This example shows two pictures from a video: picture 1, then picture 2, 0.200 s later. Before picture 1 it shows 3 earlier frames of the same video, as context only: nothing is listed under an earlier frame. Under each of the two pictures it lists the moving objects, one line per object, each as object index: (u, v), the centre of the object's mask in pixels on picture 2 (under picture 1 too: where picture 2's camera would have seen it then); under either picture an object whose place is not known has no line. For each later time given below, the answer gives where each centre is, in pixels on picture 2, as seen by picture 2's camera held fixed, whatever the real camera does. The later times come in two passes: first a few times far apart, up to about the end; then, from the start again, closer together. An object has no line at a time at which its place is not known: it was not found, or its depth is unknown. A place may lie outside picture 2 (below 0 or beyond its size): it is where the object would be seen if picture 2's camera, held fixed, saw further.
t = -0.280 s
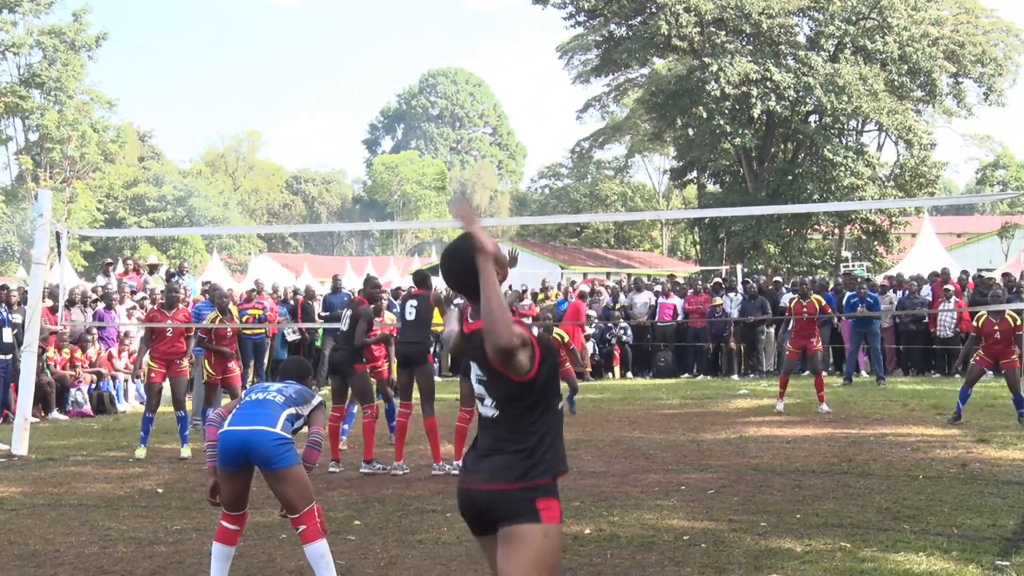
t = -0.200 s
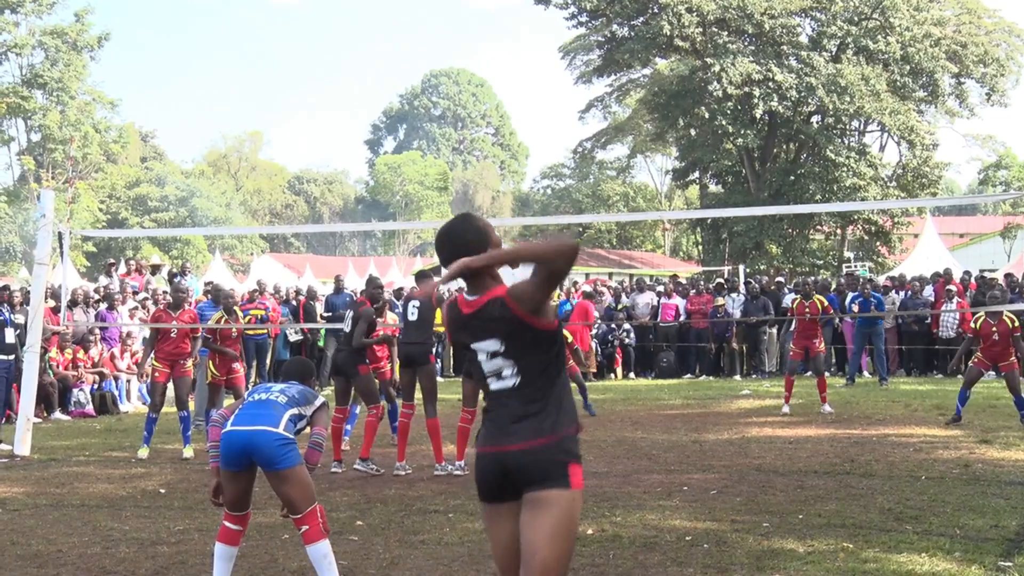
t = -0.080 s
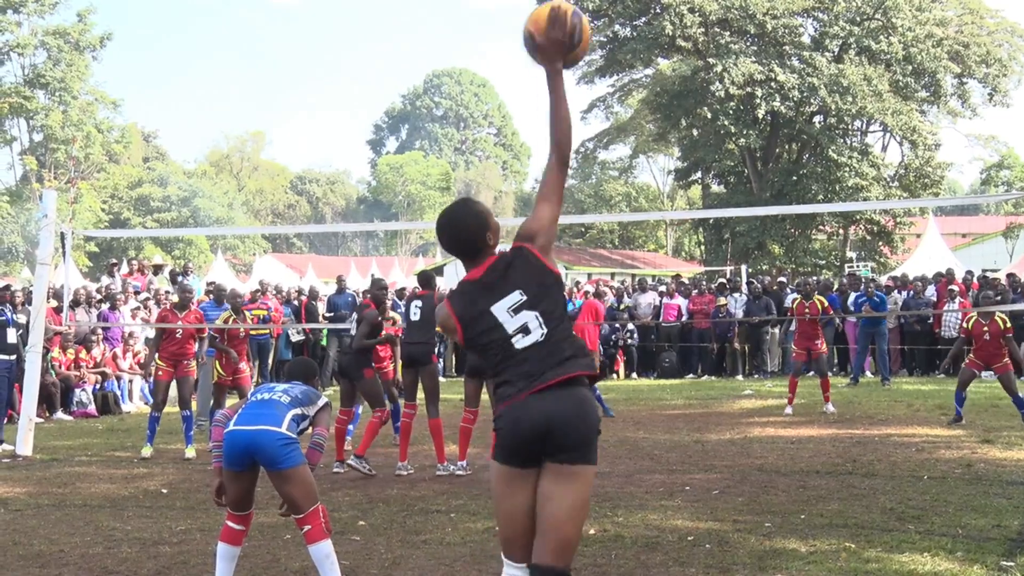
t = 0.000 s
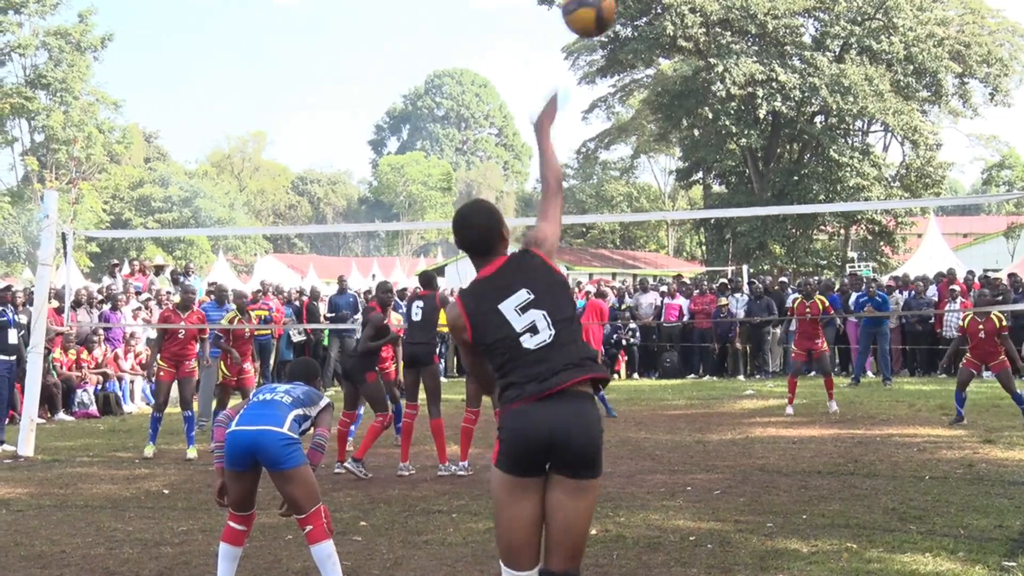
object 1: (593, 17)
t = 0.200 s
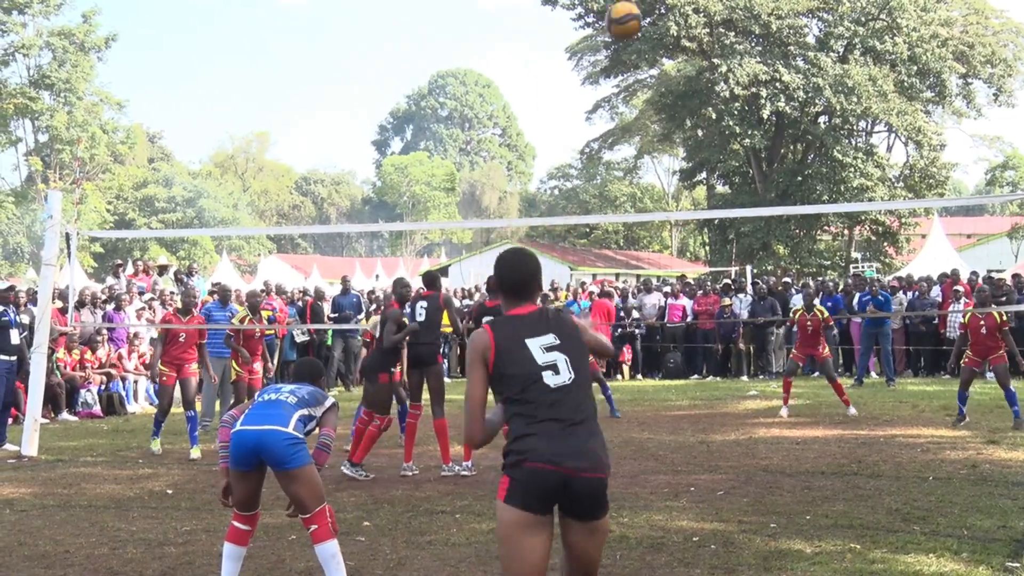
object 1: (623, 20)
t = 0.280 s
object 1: (625, 41)
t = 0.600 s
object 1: (621, 156)
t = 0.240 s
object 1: (625, 31)
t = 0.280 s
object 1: (625, 41)
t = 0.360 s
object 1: (621, 66)
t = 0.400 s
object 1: (620, 79)
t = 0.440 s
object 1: (620, 95)
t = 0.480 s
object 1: (621, 109)
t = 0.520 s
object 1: (621, 124)
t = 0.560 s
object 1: (621, 140)
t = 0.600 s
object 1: (621, 156)
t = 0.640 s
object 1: (621, 171)
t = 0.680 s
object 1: (621, 188)
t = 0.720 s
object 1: (620, 205)
